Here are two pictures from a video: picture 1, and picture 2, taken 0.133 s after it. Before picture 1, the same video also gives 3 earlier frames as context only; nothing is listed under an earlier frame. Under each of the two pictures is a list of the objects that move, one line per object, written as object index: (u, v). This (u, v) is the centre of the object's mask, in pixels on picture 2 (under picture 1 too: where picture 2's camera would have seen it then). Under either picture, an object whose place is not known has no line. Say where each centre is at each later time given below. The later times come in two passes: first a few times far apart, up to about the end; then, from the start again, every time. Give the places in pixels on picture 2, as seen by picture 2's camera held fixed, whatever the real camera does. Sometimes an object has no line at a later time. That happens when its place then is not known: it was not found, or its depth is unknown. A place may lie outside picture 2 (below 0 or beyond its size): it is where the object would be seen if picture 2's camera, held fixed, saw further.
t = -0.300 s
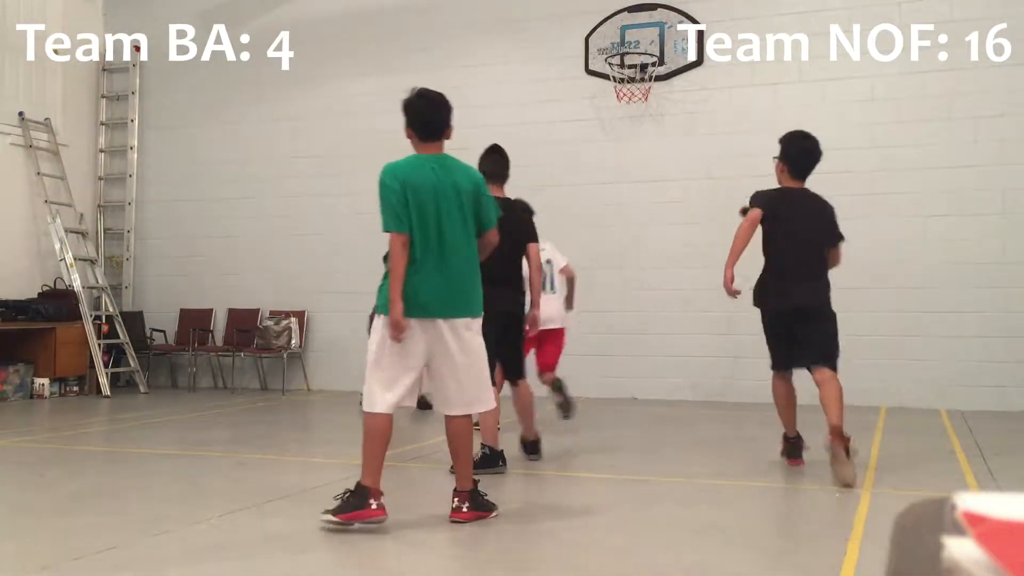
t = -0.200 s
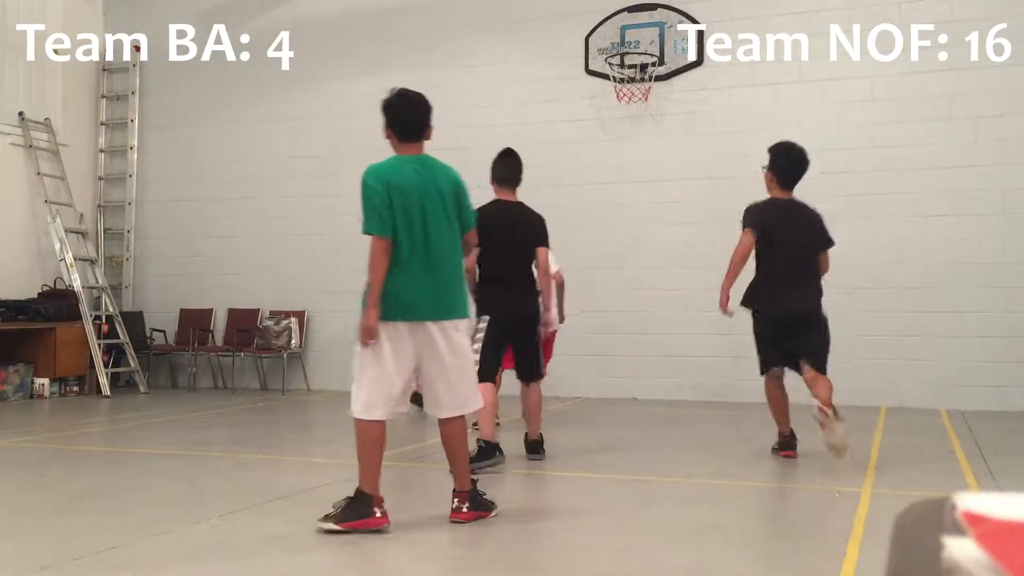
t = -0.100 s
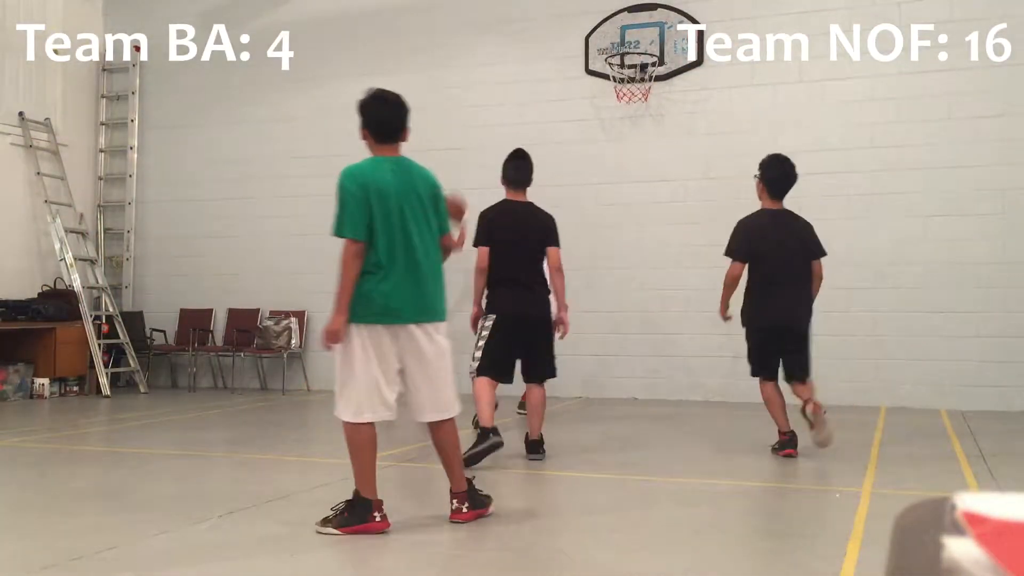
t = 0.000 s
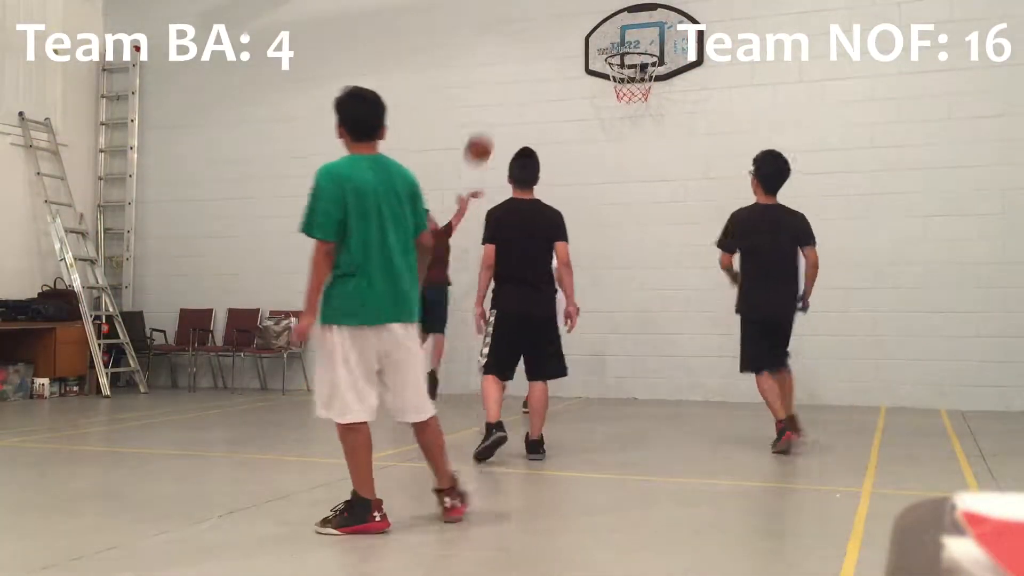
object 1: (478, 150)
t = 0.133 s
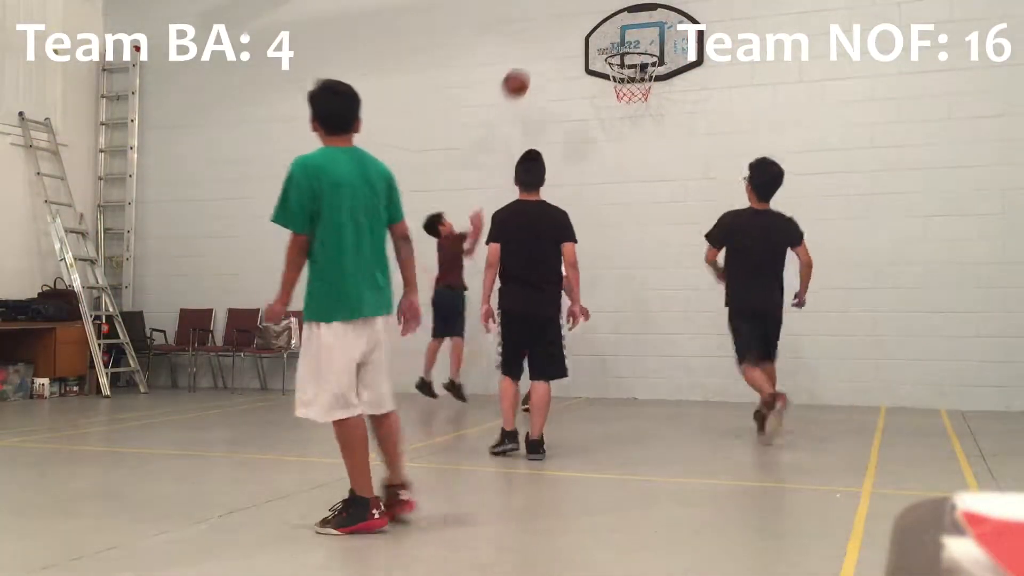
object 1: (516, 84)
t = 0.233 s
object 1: (542, 48)
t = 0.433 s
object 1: (595, 11)
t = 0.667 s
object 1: (637, 15)
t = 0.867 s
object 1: (650, 38)
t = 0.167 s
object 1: (525, 70)
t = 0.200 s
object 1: (534, 58)
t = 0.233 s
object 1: (542, 48)
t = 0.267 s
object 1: (552, 39)
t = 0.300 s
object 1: (560, 30)
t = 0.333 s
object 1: (569, 23)
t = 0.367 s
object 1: (578, 18)
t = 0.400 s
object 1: (587, 13)
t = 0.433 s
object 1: (595, 11)
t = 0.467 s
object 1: (604, 10)
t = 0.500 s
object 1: (612, 9)
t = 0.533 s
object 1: (621, 9)
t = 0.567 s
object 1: (626, 10)
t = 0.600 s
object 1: (630, 10)
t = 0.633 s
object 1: (633, 12)
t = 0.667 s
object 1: (637, 15)
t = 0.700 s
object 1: (642, 20)
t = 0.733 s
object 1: (645, 27)
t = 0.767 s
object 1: (650, 35)
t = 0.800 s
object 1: (653, 44)
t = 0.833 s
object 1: (652, 41)
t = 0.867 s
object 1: (650, 38)
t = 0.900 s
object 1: (648, 33)
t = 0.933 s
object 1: (645, 31)
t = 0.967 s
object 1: (643, 30)
